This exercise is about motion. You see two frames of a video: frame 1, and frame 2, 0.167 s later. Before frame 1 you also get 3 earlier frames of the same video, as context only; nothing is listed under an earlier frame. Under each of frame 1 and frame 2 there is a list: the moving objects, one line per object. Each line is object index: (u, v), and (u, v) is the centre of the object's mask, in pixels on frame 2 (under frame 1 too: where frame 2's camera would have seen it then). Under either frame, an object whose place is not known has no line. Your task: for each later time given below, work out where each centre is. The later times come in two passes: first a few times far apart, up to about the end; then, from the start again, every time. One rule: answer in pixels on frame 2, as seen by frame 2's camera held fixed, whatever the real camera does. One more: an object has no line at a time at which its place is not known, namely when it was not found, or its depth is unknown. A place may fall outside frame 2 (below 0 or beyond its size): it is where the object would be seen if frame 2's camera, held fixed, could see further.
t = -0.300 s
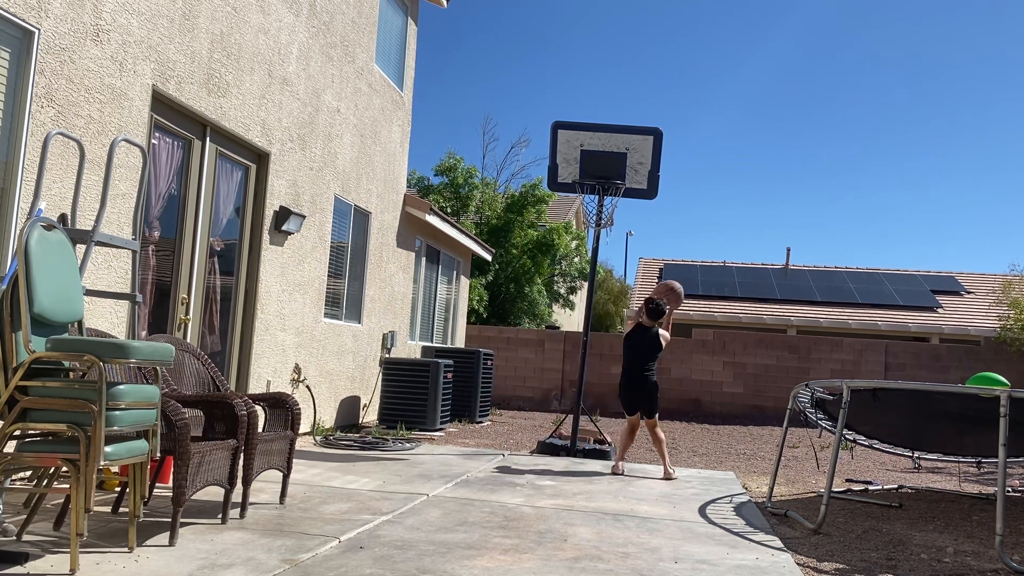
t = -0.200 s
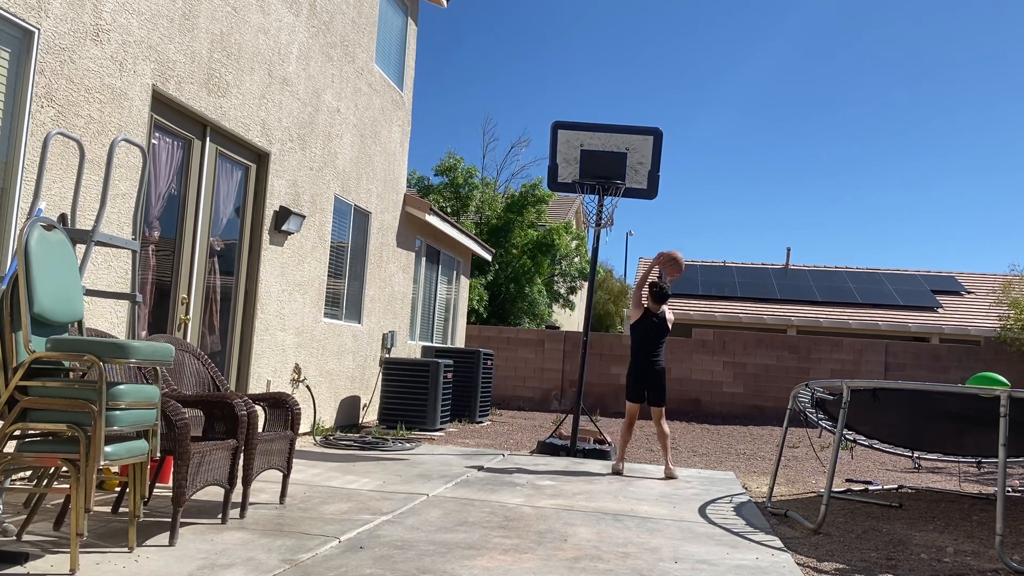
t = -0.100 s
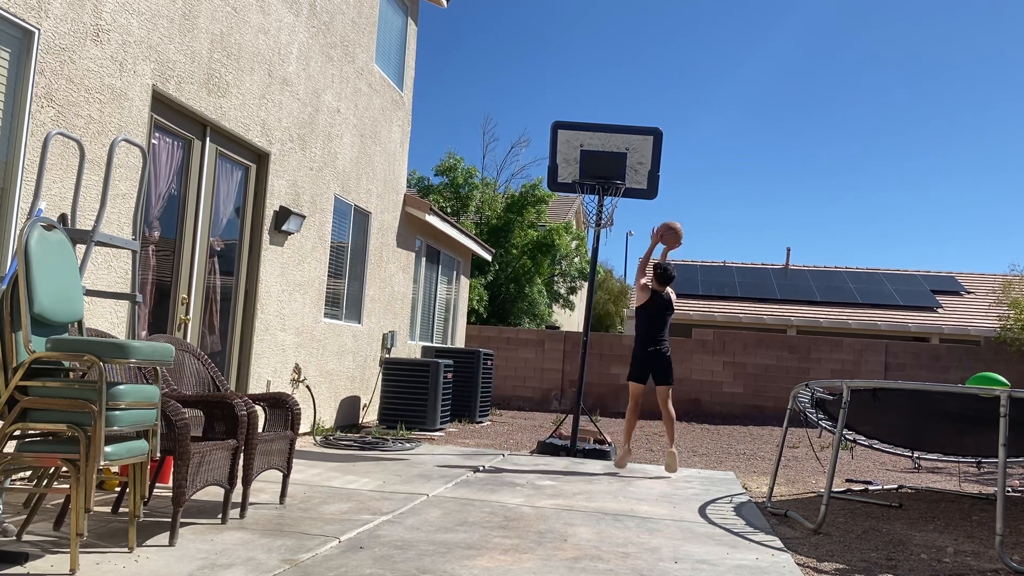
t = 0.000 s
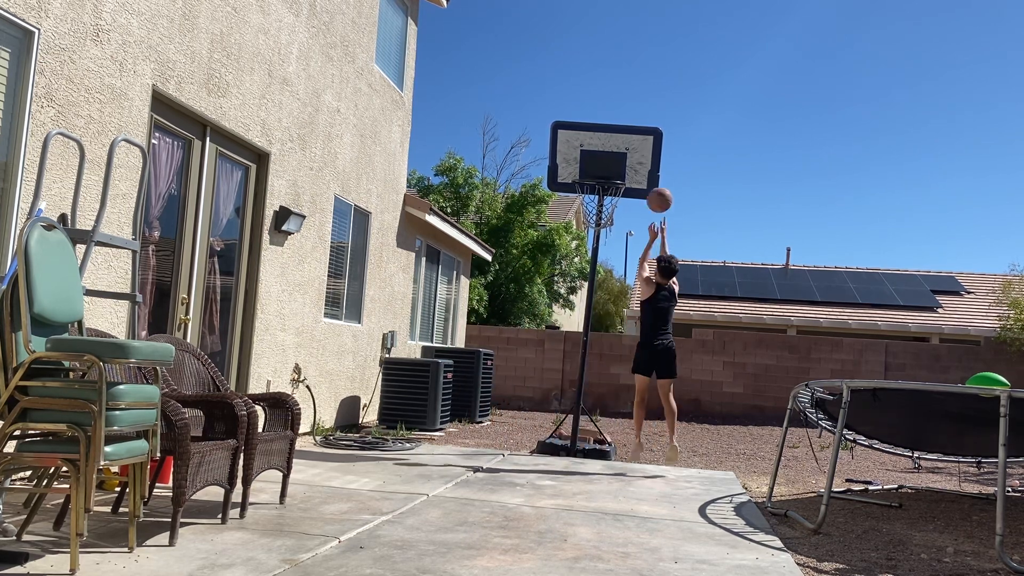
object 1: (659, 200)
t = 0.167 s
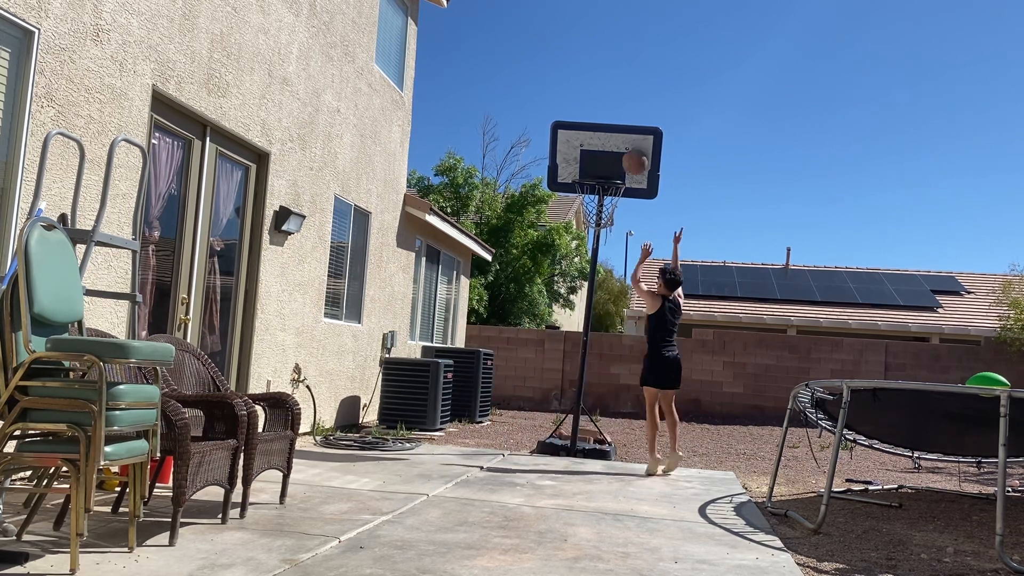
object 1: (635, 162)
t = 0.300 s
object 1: (619, 162)
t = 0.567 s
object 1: (592, 205)
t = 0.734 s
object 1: (591, 215)
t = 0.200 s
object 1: (631, 161)
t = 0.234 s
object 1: (627, 160)
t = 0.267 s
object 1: (623, 160)
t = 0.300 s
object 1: (619, 162)
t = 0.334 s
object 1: (615, 165)
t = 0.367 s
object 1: (610, 168)
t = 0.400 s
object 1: (606, 173)
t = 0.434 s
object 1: (601, 180)
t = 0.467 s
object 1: (599, 184)
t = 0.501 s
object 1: (597, 190)
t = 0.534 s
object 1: (594, 197)
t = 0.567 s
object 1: (592, 205)
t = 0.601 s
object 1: (589, 214)
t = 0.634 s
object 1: (589, 217)
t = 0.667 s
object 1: (590, 215)
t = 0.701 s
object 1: (590, 214)
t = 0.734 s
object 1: (591, 215)
